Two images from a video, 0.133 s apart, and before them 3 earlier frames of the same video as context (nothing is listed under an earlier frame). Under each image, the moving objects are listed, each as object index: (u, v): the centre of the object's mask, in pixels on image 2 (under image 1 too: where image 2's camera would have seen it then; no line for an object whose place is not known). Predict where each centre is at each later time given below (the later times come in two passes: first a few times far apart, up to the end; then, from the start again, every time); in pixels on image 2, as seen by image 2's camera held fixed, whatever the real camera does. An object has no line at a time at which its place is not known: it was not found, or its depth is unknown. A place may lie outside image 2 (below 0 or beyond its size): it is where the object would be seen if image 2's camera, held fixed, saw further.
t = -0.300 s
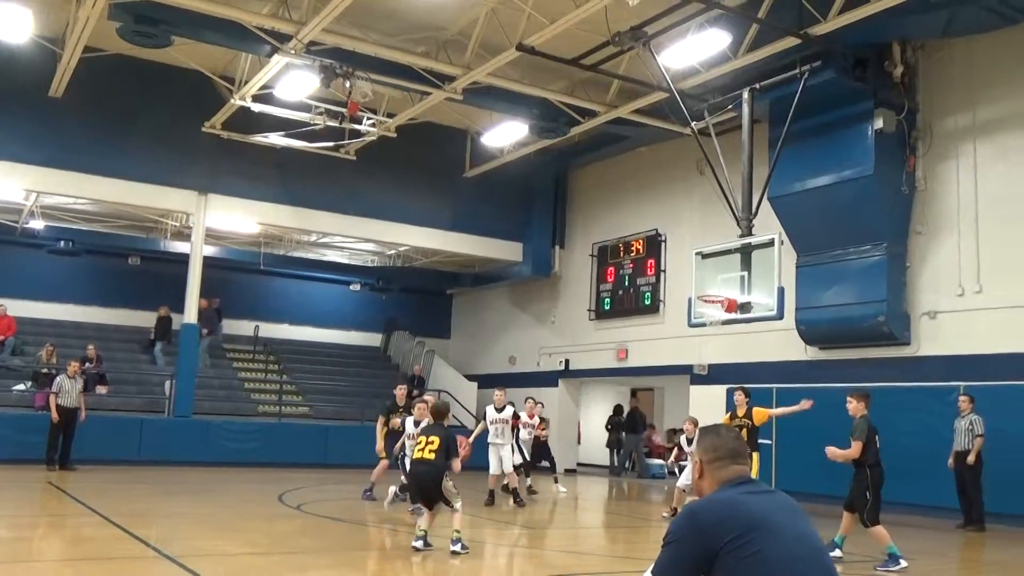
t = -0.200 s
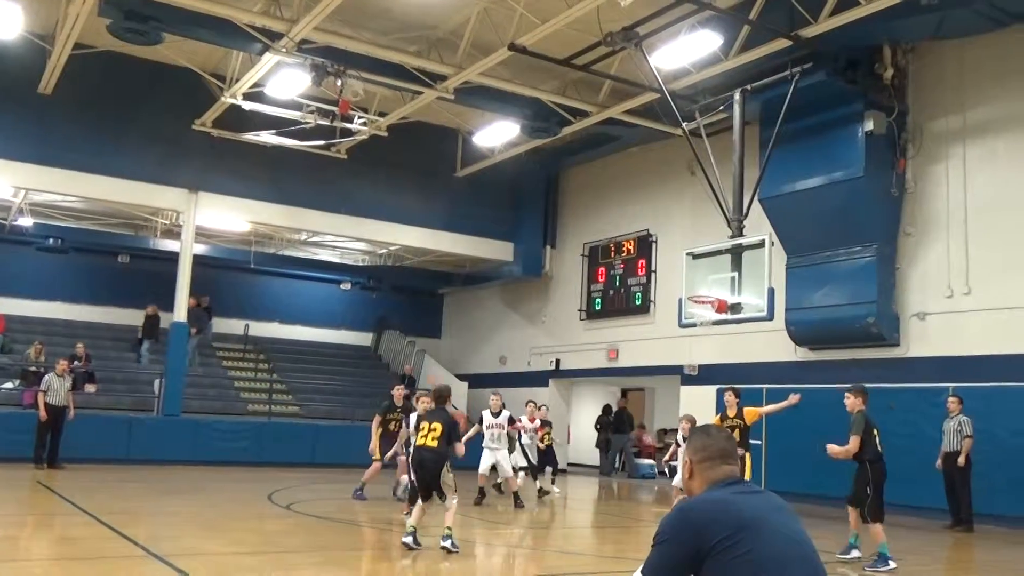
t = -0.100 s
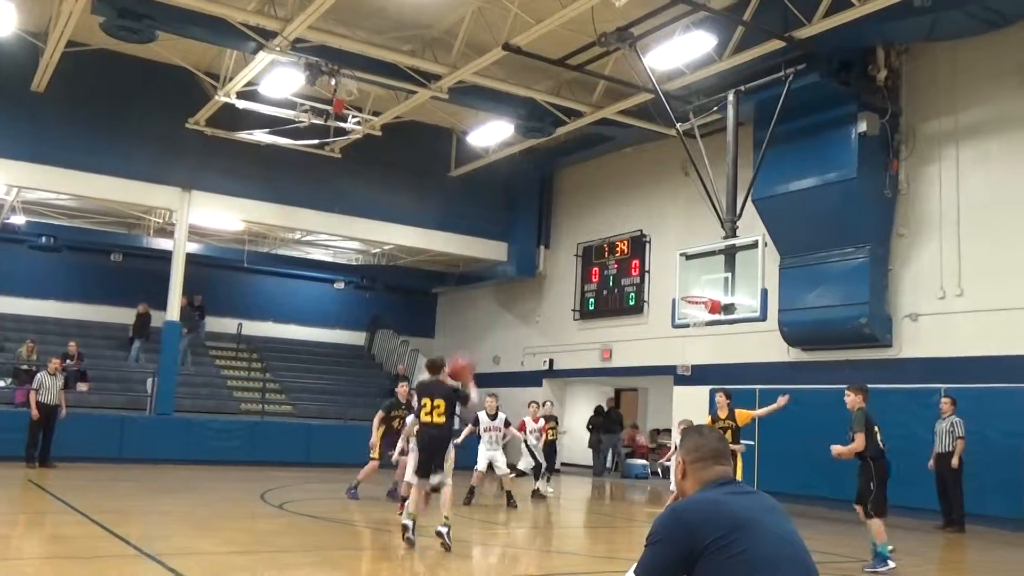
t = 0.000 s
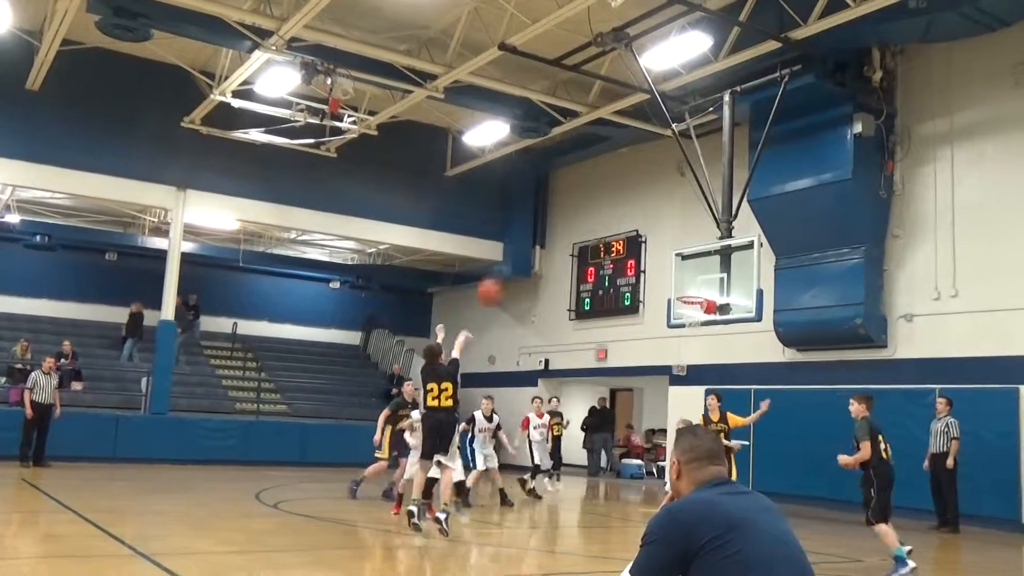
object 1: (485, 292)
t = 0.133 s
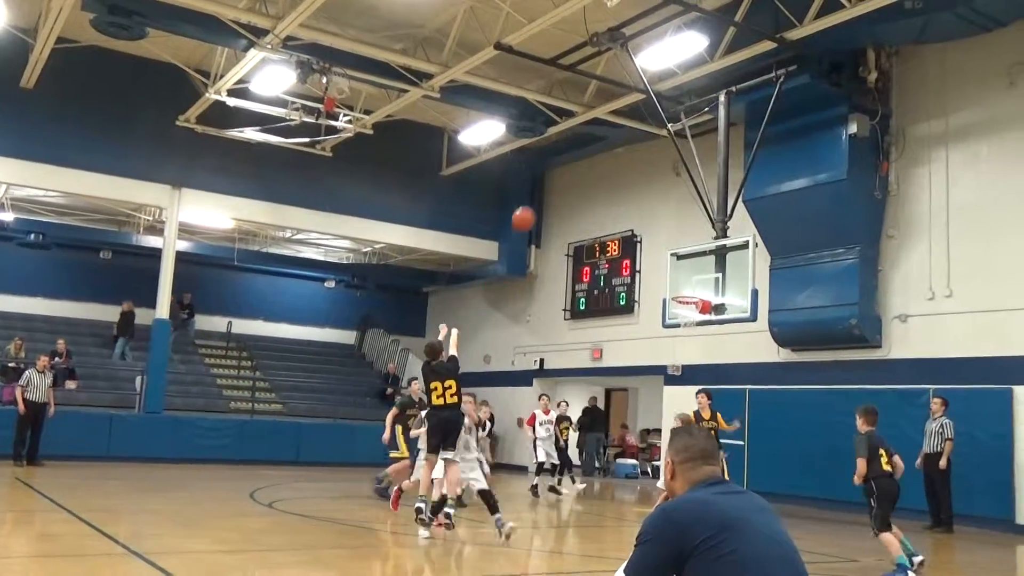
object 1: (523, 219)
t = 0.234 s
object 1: (548, 181)
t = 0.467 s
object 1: (596, 137)
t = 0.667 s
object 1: (626, 134)
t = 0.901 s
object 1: (657, 168)
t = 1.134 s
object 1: (681, 233)
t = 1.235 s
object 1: (690, 267)
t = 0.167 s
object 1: (532, 206)
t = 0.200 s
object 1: (539, 193)
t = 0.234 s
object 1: (548, 181)
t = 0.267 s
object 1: (556, 171)
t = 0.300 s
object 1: (563, 162)
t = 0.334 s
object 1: (570, 157)
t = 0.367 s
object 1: (577, 150)
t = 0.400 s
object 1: (584, 144)
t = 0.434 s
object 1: (589, 141)
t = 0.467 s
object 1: (596, 137)
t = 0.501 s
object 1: (601, 135)
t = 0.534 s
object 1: (606, 133)
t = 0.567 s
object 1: (612, 131)
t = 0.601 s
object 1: (617, 132)
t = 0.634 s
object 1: (622, 134)
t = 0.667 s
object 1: (626, 134)
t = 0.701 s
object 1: (630, 138)
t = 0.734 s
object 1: (636, 141)
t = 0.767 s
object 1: (640, 146)
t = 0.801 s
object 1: (644, 150)
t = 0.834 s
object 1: (648, 156)
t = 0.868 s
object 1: (652, 162)
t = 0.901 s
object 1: (657, 168)
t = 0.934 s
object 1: (659, 175)
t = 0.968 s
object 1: (664, 183)
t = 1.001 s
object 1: (667, 192)
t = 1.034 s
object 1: (671, 201)
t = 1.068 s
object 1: (674, 211)
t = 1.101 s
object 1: (677, 220)
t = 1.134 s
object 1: (681, 233)
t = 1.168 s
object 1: (684, 243)
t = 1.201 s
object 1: (687, 256)
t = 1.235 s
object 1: (690, 267)
